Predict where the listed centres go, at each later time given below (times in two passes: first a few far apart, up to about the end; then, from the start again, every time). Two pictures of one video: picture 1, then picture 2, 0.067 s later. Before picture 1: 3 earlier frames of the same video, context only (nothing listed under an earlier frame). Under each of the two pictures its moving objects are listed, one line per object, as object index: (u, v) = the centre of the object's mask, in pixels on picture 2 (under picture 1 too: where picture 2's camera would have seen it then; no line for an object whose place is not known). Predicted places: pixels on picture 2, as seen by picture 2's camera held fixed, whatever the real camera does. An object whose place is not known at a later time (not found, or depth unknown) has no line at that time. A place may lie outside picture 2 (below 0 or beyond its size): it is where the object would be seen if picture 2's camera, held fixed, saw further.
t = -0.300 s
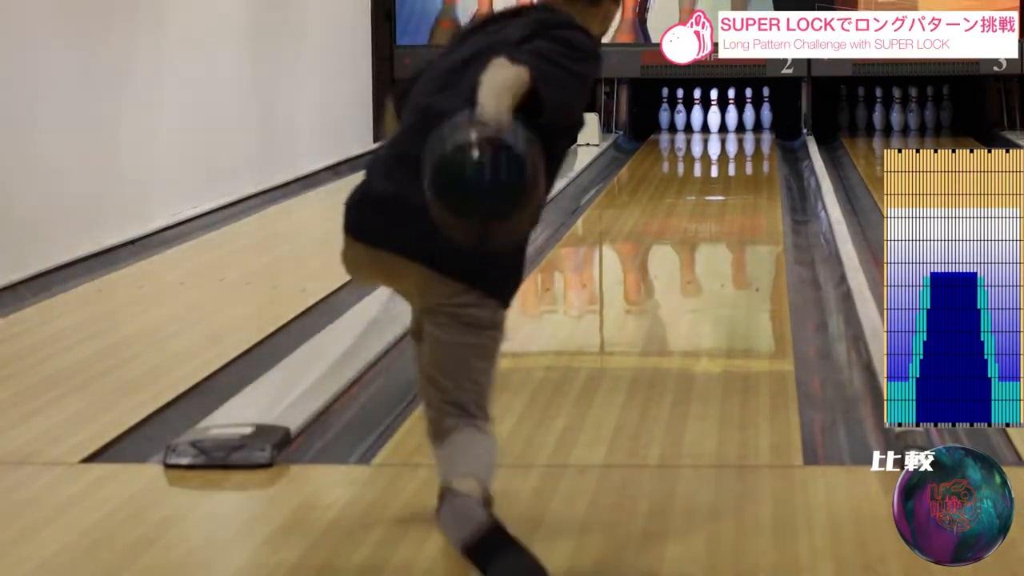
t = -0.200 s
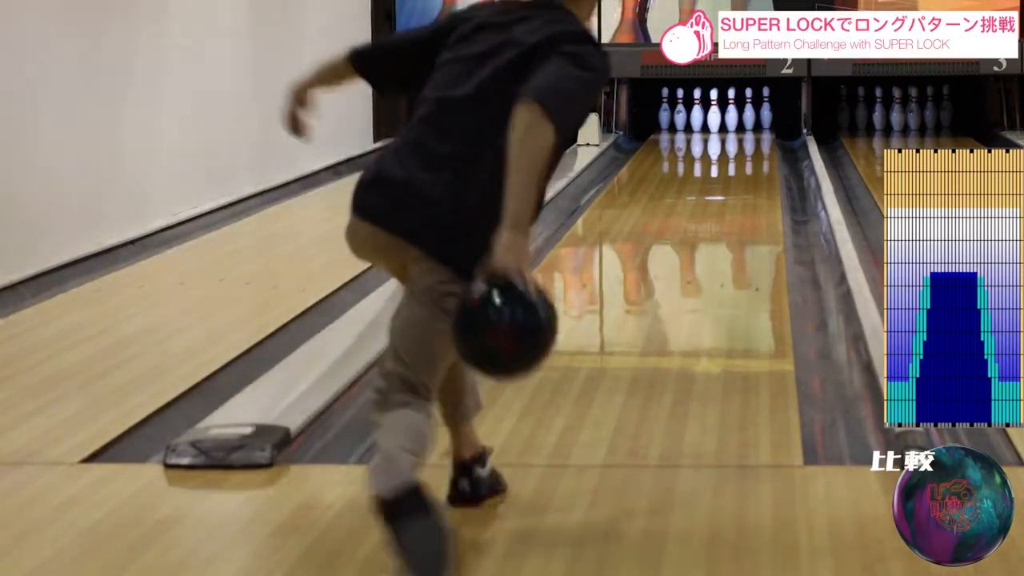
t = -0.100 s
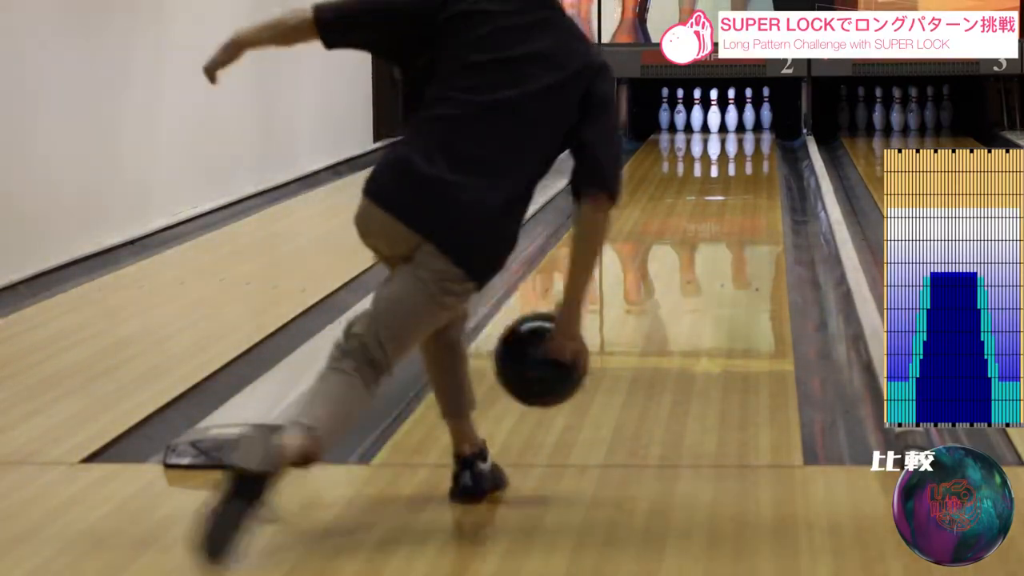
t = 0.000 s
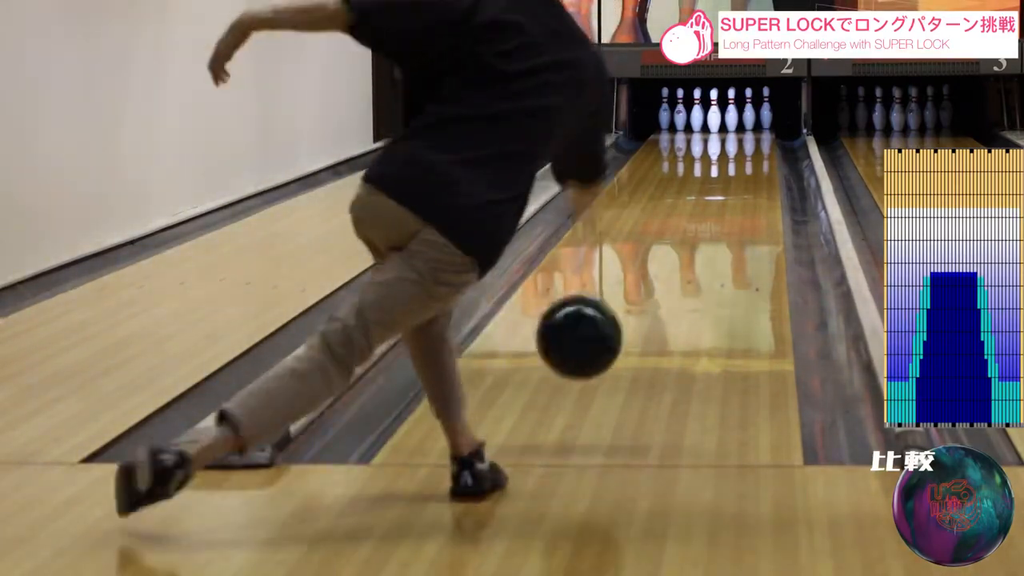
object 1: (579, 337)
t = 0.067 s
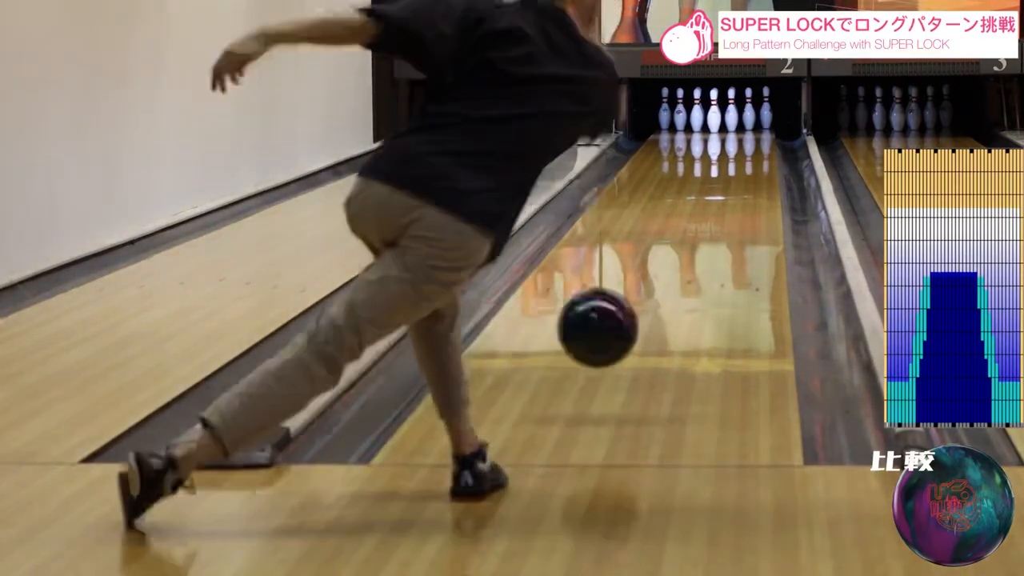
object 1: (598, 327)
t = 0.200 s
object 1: (629, 341)
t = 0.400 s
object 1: (663, 294)
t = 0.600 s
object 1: (688, 258)
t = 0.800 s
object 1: (706, 231)
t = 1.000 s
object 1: (720, 209)
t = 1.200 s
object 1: (730, 191)
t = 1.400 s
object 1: (738, 175)
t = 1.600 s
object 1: (744, 163)
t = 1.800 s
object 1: (747, 152)
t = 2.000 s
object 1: (749, 143)
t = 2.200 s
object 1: (749, 135)
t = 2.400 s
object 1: (741, 128)
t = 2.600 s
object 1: (731, 122)
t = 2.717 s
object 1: (730, 120)
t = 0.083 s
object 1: (602, 328)
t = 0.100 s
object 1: (606, 329)
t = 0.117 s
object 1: (610, 331)
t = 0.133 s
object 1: (615, 335)
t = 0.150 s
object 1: (618, 339)
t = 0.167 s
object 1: (622, 344)
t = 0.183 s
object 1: (626, 346)
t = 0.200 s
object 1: (629, 341)
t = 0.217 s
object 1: (632, 336)
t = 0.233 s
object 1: (636, 331)
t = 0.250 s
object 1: (639, 328)
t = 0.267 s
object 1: (642, 325)
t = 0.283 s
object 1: (645, 320)
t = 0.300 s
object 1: (648, 316)
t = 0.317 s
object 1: (650, 313)
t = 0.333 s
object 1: (653, 308)
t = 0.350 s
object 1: (656, 304)
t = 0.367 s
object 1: (658, 301)
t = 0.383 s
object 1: (661, 297)
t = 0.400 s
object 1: (663, 294)
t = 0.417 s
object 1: (666, 290)
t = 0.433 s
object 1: (668, 287)
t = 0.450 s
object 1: (671, 284)
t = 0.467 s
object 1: (672, 281)
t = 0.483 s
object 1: (674, 278)
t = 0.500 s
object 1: (677, 275)
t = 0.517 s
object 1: (679, 272)
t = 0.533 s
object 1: (682, 269)
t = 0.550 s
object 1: (683, 266)
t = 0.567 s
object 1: (684, 264)
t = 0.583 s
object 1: (686, 261)
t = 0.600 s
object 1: (688, 258)
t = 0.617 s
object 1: (690, 256)
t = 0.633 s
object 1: (691, 253)
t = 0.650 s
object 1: (693, 250)
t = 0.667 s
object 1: (695, 248)
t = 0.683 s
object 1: (696, 245)
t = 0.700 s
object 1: (698, 243)
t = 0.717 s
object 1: (699, 241)
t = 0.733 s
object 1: (701, 239)
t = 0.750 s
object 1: (702, 237)
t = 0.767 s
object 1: (703, 235)
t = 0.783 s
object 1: (705, 232)
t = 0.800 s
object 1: (706, 231)
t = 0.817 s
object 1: (707, 228)
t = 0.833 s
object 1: (709, 227)
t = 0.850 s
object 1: (710, 225)
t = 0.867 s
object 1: (711, 223)
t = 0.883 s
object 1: (712, 221)
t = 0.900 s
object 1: (713, 219)
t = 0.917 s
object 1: (715, 217)
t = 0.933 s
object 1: (716, 216)
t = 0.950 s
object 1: (717, 214)
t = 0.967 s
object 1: (718, 212)
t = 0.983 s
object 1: (719, 210)
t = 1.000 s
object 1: (720, 209)
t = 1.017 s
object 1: (721, 207)
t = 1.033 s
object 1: (722, 206)
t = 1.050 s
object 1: (723, 204)
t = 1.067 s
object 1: (724, 203)
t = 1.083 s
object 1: (725, 201)
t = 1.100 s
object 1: (725, 200)
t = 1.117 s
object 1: (727, 198)
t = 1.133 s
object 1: (727, 197)
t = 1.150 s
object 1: (728, 195)
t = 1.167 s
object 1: (729, 194)
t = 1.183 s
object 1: (730, 192)
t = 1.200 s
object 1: (730, 191)
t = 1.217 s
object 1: (732, 190)
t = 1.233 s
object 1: (732, 189)
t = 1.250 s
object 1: (733, 187)
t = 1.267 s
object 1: (734, 186)
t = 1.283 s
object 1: (735, 184)
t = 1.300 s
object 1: (735, 182)
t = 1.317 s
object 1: (736, 181)
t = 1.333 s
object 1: (736, 179)
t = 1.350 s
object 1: (737, 178)
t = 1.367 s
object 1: (737, 178)
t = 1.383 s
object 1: (738, 176)
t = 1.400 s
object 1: (738, 175)
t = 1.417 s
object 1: (739, 174)
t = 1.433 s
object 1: (740, 173)
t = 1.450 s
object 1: (740, 172)
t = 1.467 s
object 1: (740, 171)
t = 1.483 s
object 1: (741, 170)
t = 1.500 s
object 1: (741, 169)
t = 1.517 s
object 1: (742, 168)
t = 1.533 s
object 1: (742, 167)
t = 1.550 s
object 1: (743, 166)
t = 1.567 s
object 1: (743, 165)
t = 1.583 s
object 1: (743, 164)
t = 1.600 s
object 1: (744, 163)
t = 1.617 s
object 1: (744, 162)
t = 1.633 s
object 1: (744, 161)
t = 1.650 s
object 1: (744, 160)
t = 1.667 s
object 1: (745, 160)
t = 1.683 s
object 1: (745, 158)
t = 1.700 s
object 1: (745, 158)
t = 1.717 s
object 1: (745, 156)
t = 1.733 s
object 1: (746, 156)
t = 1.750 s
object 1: (746, 155)
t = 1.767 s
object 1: (746, 154)
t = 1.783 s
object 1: (747, 153)
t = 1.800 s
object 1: (747, 152)
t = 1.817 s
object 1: (748, 152)
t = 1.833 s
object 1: (748, 151)
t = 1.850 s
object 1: (748, 150)
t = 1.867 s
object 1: (748, 149)
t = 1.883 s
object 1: (748, 149)
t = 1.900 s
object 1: (749, 148)
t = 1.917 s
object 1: (749, 147)
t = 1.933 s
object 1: (748, 147)
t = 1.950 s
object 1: (749, 147)
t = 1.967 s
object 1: (749, 146)
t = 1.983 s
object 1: (749, 144)
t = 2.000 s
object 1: (749, 143)
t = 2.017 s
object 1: (749, 142)
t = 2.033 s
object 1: (749, 142)
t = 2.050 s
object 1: (749, 141)
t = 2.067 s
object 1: (750, 141)
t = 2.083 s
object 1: (749, 140)
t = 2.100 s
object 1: (750, 139)
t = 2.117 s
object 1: (749, 139)
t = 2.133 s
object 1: (749, 138)
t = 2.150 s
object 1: (749, 138)
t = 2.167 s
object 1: (749, 136)
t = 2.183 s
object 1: (748, 136)
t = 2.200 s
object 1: (749, 135)
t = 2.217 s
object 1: (749, 135)
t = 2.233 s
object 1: (748, 135)
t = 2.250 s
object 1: (747, 134)
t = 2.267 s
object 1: (747, 133)
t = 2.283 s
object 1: (746, 132)
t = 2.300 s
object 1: (746, 131)
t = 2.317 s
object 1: (745, 131)
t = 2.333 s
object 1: (745, 130)
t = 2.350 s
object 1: (744, 129)
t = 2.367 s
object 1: (743, 129)
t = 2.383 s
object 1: (743, 128)
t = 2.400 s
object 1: (741, 128)
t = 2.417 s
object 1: (741, 127)
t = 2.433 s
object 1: (740, 127)
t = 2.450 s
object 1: (739, 126)
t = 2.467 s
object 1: (739, 125)
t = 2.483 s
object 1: (738, 125)
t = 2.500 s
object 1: (737, 125)
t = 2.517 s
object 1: (736, 124)
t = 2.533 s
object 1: (734, 125)
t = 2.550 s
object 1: (733, 124)
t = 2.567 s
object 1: (733, 123)
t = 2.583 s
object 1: (732, 122)
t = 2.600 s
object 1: (731, 122)
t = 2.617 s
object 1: (730, 122)
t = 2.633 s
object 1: (729, 122)
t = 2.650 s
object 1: (729, 121)
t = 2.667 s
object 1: (729, 121)
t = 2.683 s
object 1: (730, 120)
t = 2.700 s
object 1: (731, 121)
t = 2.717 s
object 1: (730, 120)
